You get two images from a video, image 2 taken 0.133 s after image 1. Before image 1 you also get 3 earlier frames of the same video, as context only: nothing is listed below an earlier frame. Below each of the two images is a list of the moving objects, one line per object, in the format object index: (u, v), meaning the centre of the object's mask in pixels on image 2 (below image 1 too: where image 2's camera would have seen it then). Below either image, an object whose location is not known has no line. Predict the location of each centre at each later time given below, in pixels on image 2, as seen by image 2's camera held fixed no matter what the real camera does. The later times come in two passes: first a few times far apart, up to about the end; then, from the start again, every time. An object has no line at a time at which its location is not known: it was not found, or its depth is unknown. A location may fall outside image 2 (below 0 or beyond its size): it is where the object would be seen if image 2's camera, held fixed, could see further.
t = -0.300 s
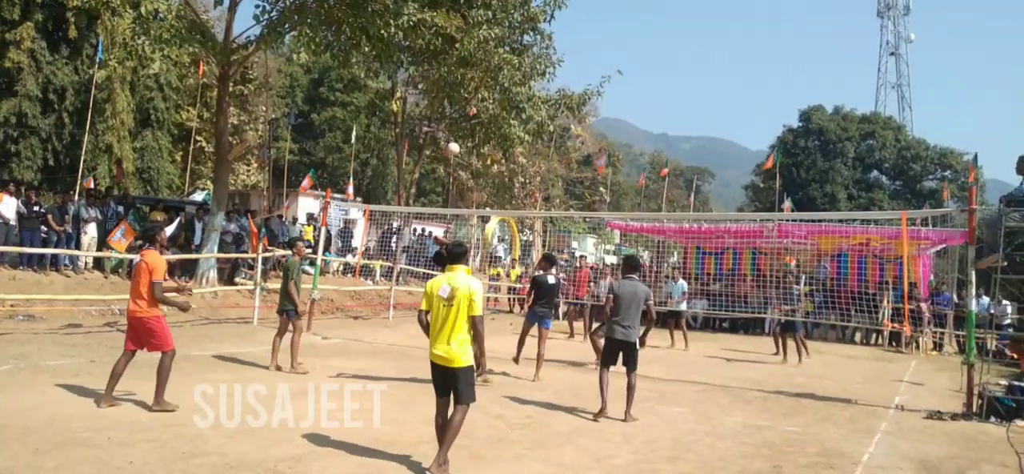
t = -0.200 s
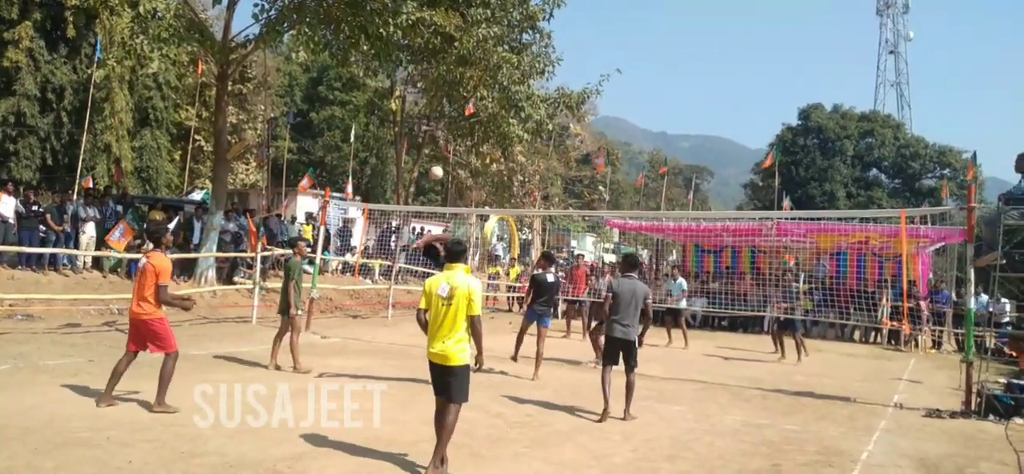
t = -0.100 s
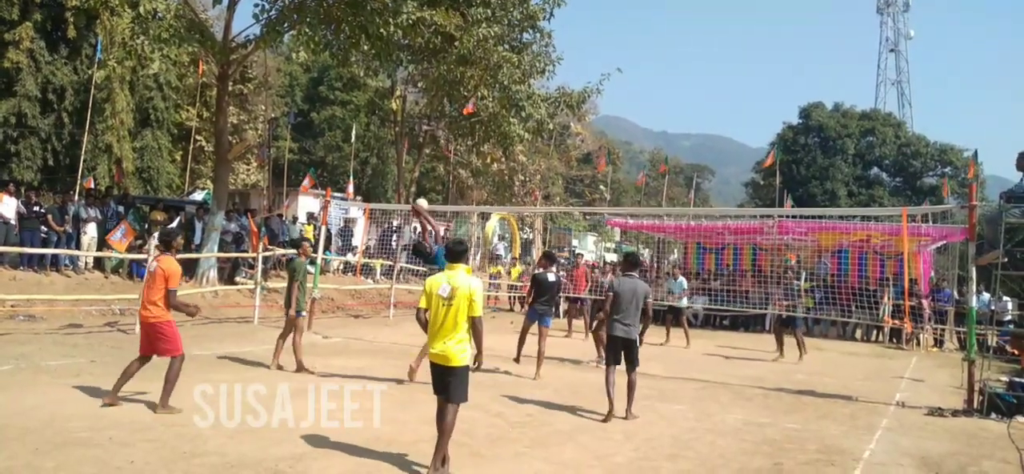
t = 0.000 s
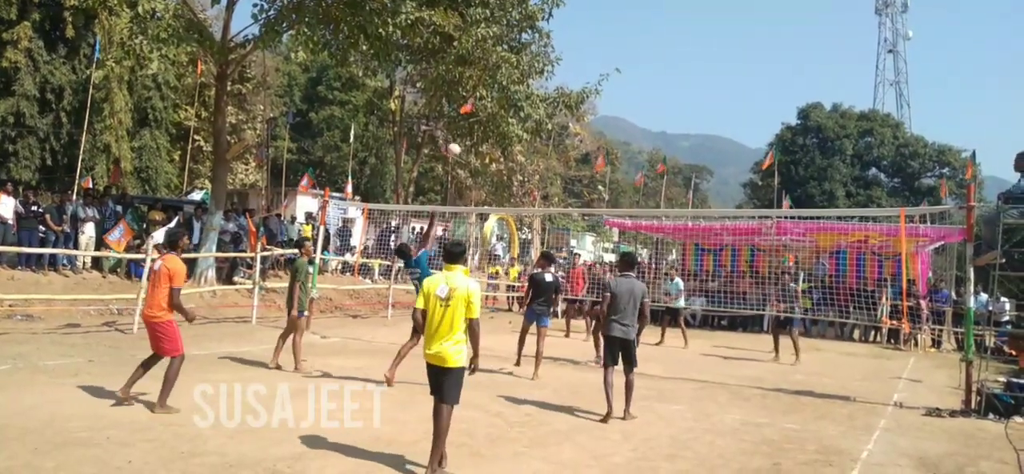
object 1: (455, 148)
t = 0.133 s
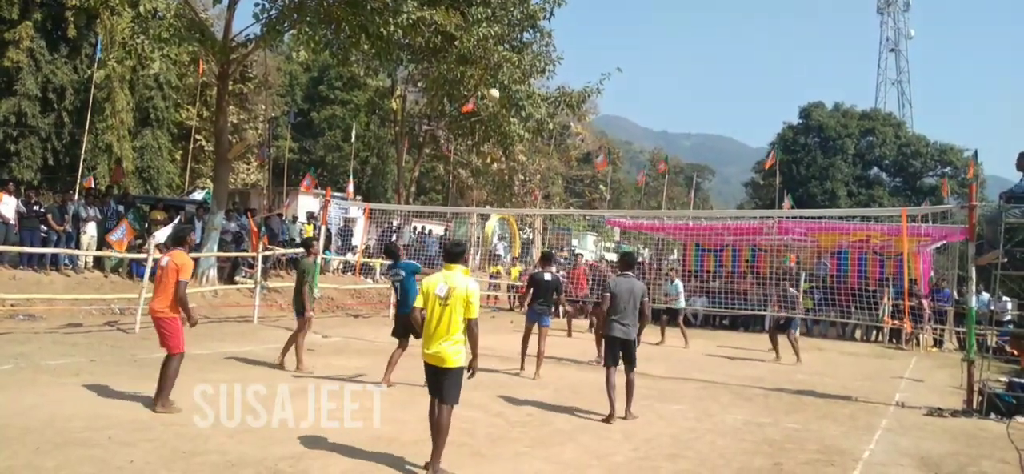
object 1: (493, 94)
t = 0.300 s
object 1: (535, 50)
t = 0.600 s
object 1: (592, 32)
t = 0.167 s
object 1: (502, 82)
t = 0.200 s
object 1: (511, 73)
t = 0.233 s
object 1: (519, 65)
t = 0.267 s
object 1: (527, 57)
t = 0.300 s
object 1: (535, 50)
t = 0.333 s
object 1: (541, 47)
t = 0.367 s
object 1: (549, 41)
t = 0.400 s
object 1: (556, 38)
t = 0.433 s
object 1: (562, 35)
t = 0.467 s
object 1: (568, 33)
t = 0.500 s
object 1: (574, 32)
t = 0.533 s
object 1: (580, 31)
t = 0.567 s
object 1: (586, 31)
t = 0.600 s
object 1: (592, 32)
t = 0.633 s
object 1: (597, 34)
